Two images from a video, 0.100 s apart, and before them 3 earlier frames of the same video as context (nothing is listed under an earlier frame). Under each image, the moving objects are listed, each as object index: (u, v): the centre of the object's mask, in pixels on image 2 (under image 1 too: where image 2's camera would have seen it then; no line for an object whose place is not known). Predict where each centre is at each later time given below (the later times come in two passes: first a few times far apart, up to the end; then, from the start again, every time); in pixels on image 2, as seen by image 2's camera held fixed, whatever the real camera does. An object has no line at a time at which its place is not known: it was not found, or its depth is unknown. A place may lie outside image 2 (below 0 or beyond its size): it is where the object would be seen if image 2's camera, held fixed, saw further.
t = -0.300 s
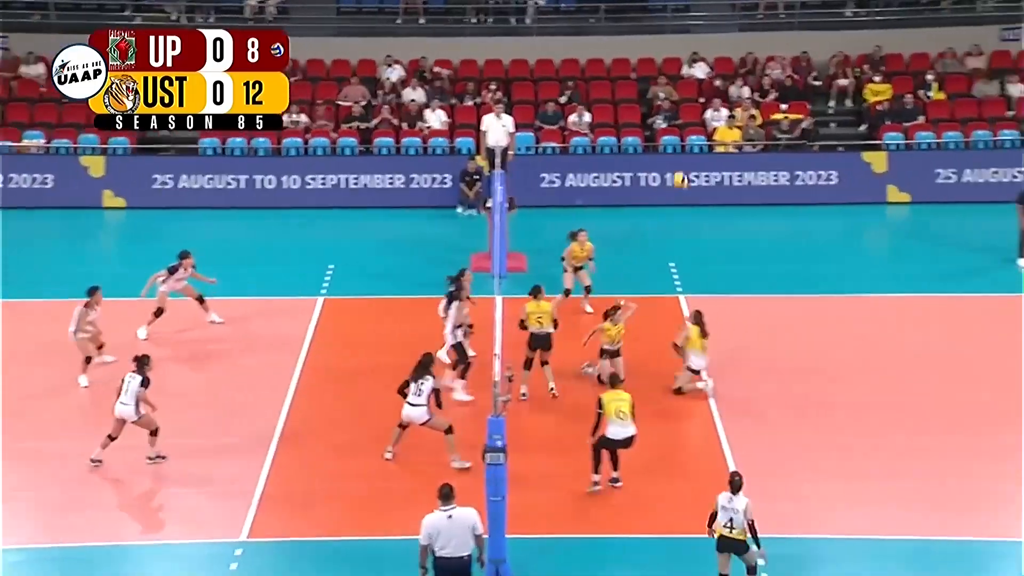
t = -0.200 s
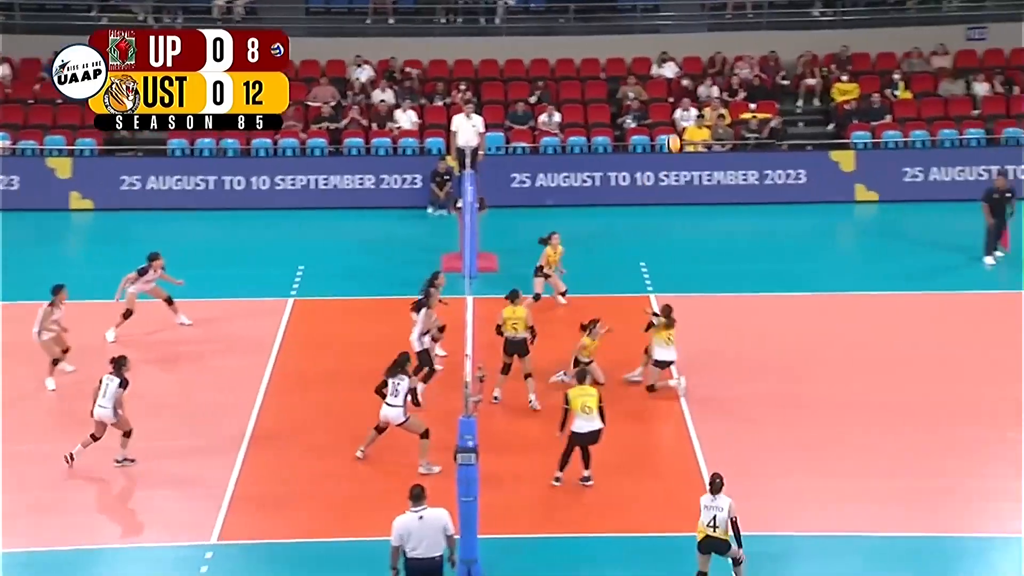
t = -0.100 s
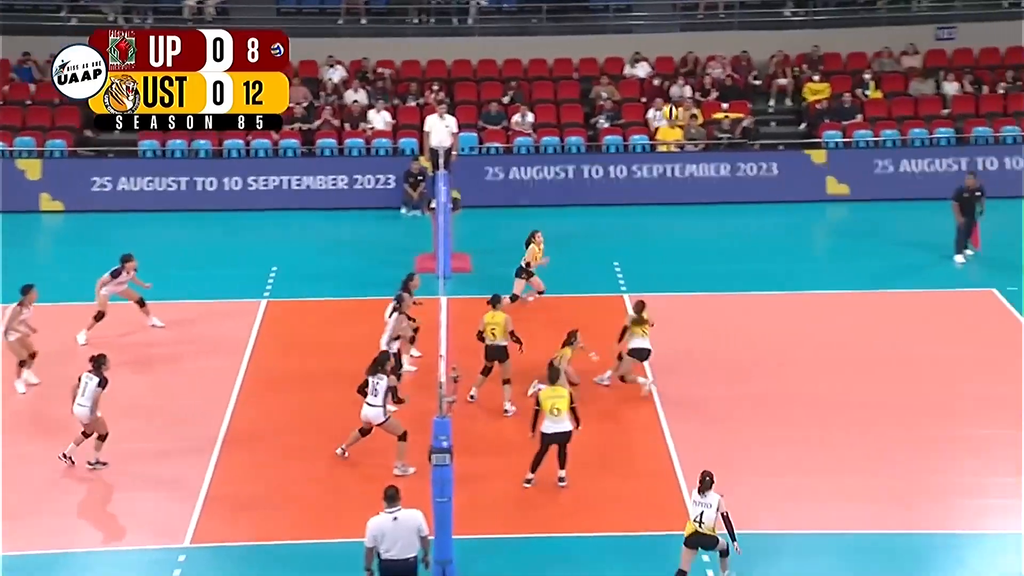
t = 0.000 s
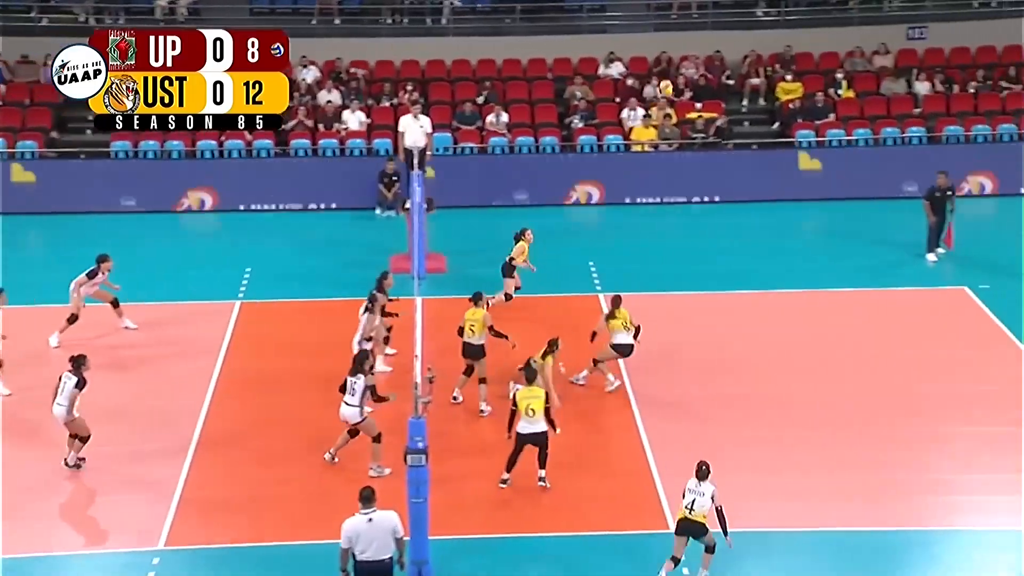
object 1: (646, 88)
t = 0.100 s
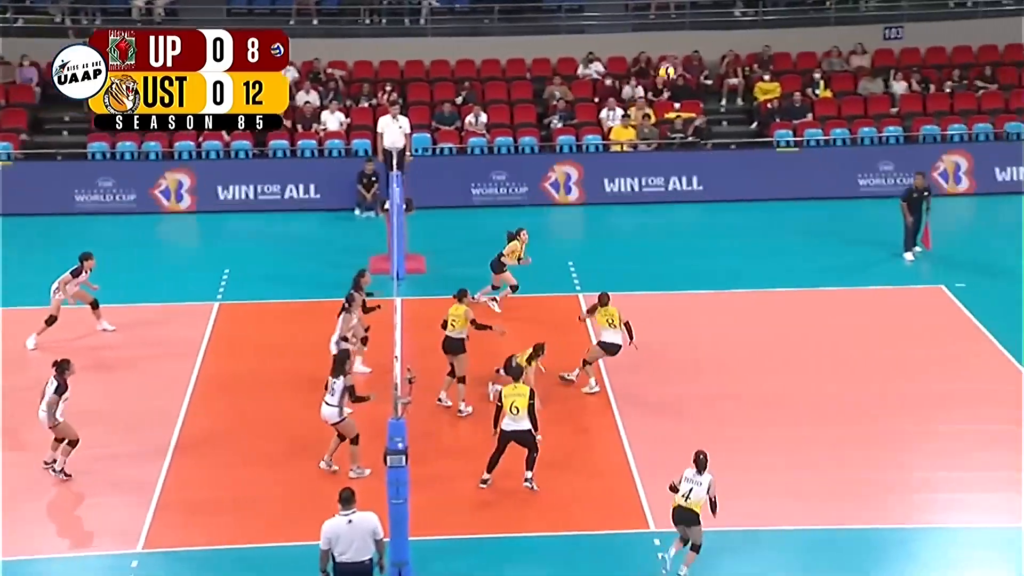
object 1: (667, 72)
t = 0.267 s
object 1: (700, 60)
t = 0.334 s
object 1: (713, 61)
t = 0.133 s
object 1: (674, 68)
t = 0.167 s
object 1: (680, 65)
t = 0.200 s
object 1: (687, 62)
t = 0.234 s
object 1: (694, 61)
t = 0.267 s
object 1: (700, 60)
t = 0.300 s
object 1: (707, 60)
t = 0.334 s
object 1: (713, 61)
